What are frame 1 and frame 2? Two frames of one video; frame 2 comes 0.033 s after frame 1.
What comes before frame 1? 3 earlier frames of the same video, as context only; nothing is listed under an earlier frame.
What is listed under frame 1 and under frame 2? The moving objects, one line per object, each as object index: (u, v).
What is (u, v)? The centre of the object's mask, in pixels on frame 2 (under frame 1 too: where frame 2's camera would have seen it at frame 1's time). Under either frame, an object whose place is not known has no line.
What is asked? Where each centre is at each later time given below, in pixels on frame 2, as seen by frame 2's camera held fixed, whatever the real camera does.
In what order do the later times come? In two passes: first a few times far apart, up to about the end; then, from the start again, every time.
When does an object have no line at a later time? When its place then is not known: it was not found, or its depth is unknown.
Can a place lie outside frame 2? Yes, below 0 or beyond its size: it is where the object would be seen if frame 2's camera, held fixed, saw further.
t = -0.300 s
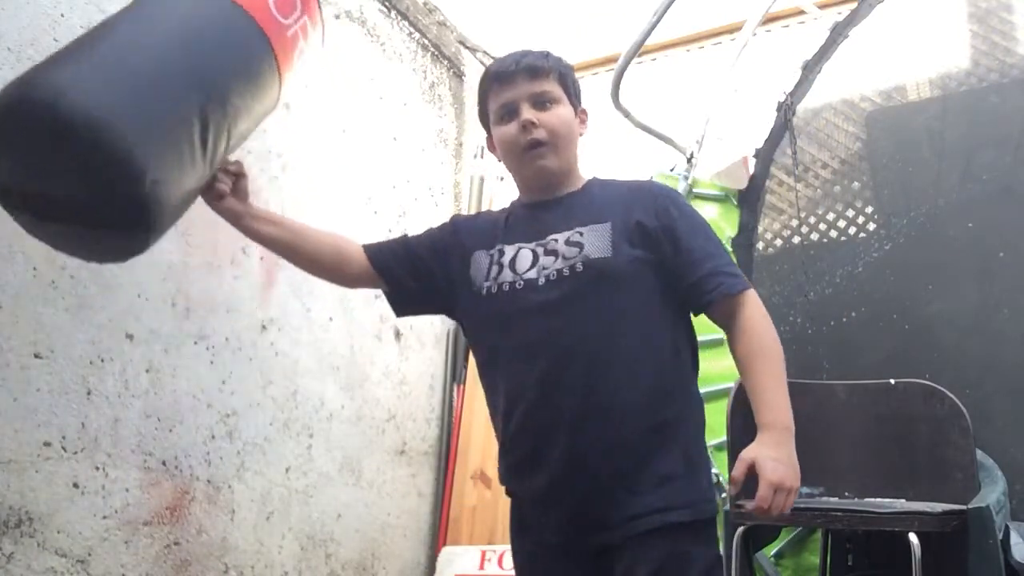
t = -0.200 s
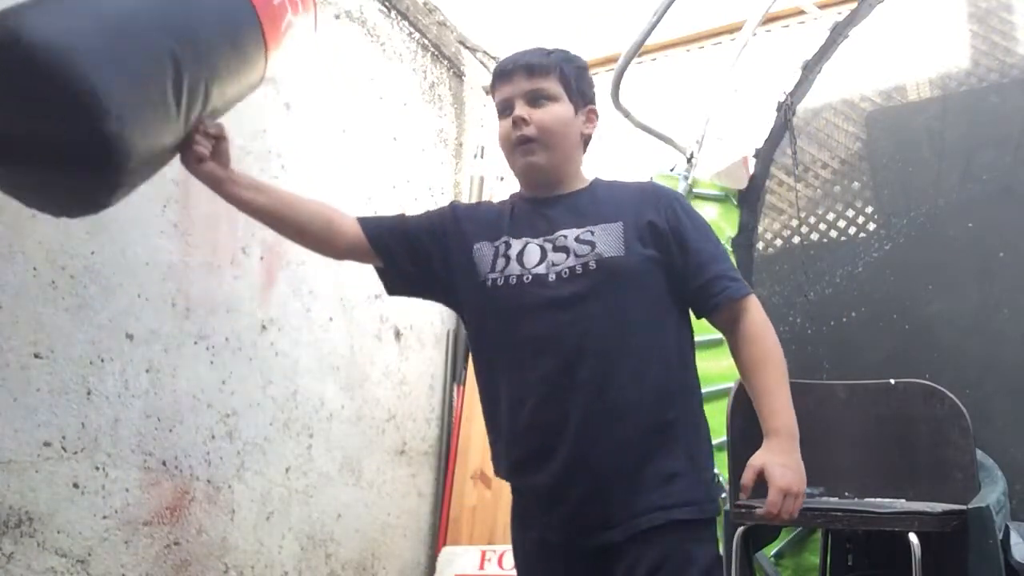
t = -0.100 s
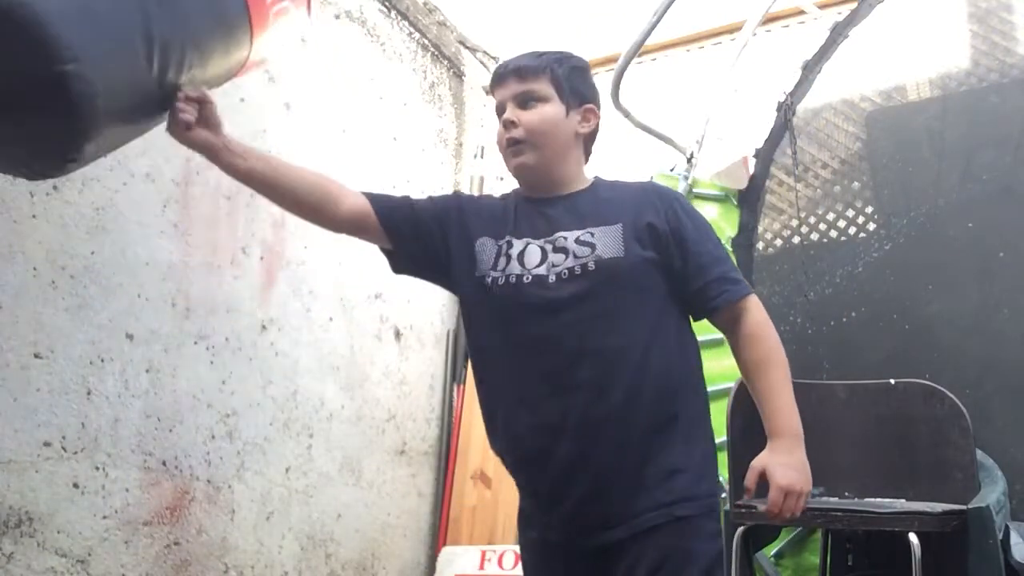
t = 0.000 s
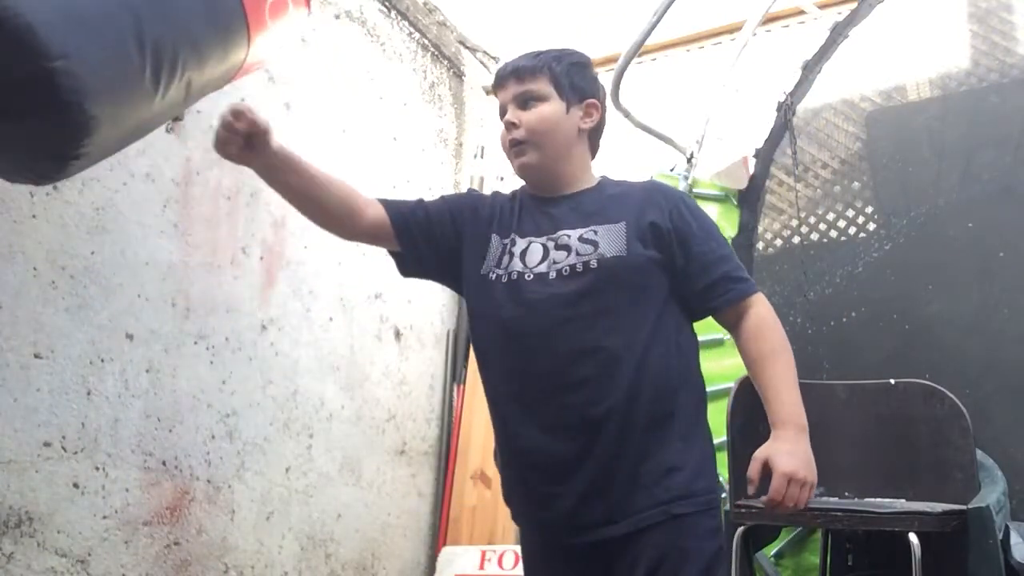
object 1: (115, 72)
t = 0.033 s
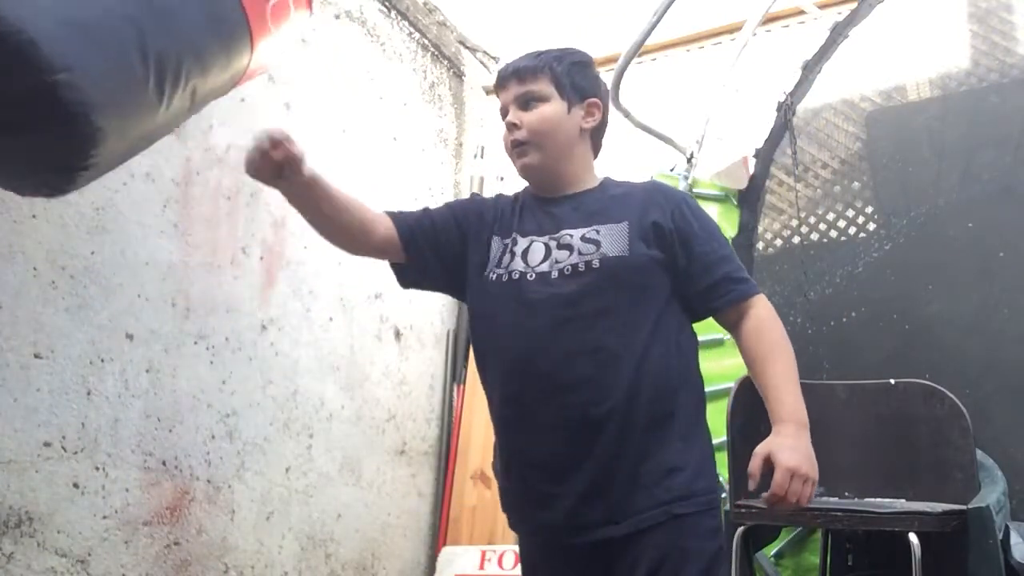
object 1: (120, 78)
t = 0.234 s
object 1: (195, 165)
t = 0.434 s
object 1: (326, 210)
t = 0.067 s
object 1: (122, 87)
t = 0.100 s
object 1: (127, 100)
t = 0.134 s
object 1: (137, 116)
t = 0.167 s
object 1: (152, 133)
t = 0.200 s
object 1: (172, 150)
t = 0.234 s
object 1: (195, 165)
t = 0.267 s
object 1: (219, 178)
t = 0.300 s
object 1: (242, 190)
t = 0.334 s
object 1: (265, 199)
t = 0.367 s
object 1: (287, 207)
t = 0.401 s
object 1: (307, 209)
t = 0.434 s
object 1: (326, 210)
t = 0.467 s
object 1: (343, 210)
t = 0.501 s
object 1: (358, 207)
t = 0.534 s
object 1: (371, 203)
